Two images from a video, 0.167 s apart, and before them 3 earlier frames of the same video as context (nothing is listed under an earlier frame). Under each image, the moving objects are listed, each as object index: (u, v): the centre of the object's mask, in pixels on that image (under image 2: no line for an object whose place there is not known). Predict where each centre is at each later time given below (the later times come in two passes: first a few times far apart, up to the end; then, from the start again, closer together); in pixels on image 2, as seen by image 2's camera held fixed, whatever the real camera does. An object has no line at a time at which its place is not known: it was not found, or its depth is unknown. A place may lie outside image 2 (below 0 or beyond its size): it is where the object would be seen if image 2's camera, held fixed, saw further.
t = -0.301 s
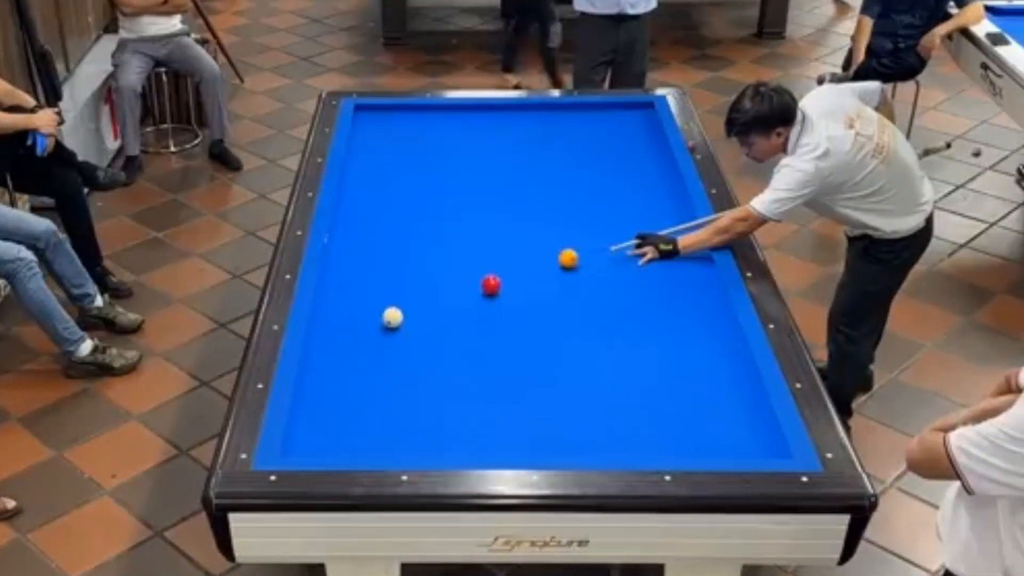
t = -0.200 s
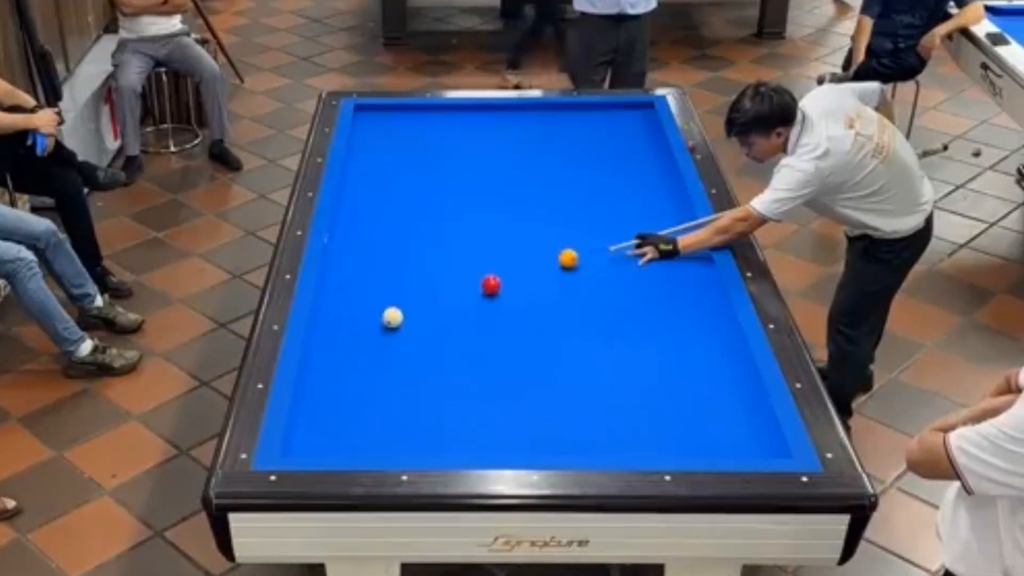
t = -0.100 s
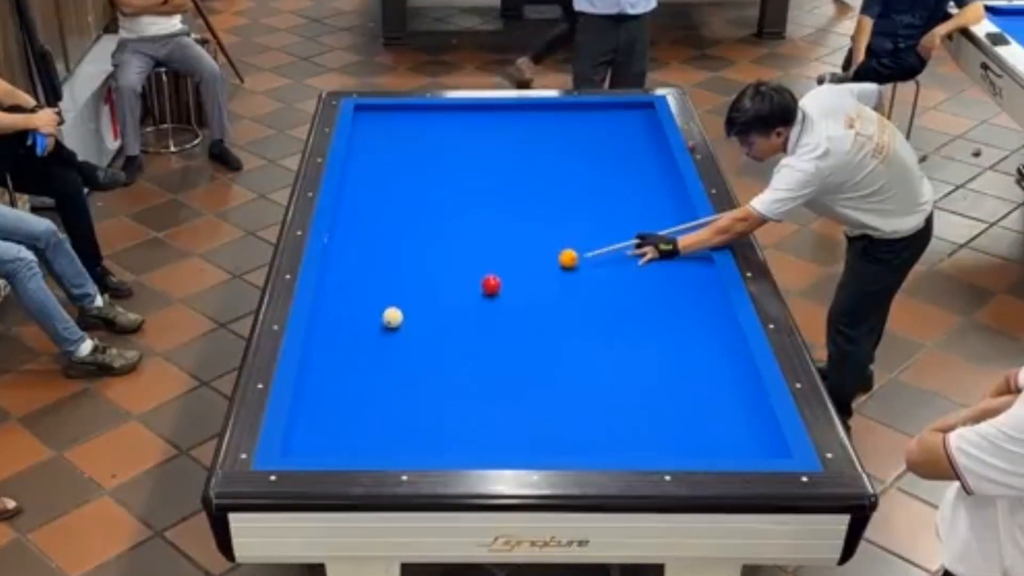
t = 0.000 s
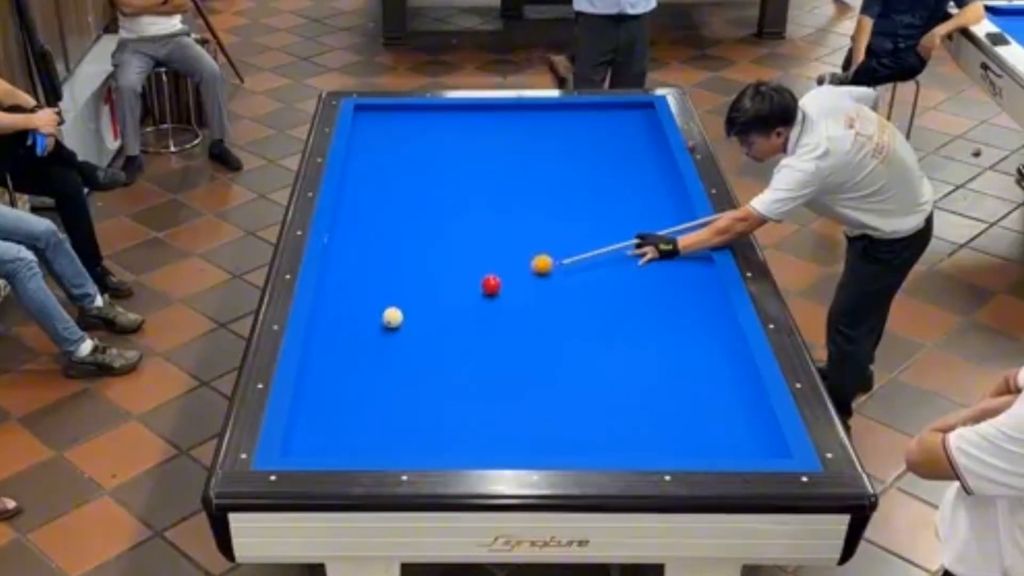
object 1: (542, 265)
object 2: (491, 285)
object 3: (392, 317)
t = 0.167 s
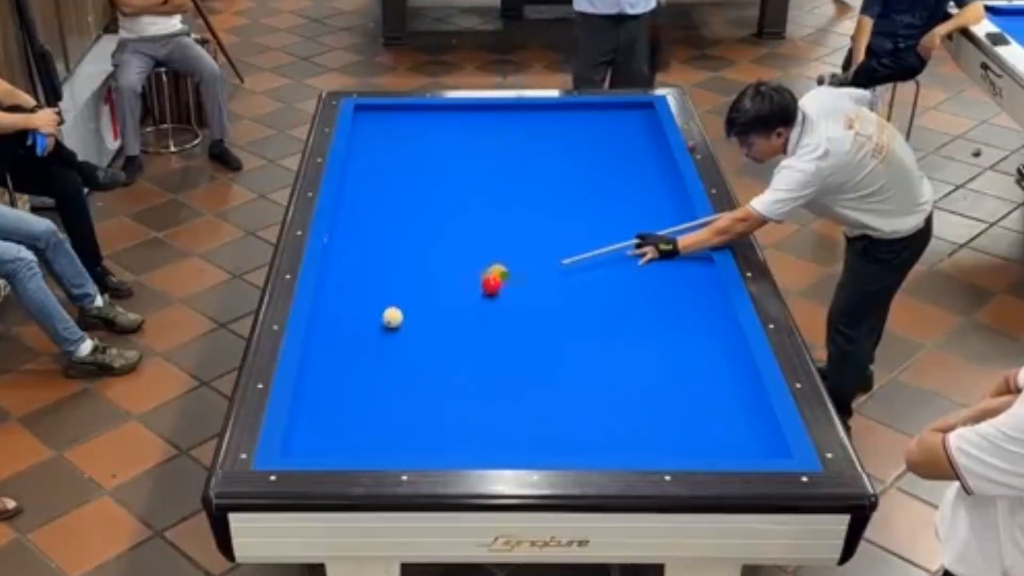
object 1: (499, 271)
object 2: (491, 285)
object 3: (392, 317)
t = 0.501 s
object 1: (415, 281)
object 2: (490, 298)
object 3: (392, 317)
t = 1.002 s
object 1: (345, 294)
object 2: (488, 317)
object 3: (392, 317)
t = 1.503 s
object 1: (400, 306)
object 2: (487, 334)
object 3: (397, 325)
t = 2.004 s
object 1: (440, 306)
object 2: (485, 349)
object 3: (409, 344)
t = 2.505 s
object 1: (478, 304)
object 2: (483, 363)
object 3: (421, 361)
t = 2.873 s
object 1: (502, 303)
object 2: (481, 372)
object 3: (429, 373)
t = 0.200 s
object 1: (489, 272)
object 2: (491, 285)
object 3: (392, 317)
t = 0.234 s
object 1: (480, 275)
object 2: (491, 287)
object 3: (392, 317)
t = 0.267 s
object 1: (473, 276)
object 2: (491, 289)
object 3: (392, 317)
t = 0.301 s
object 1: (464, 278)
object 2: (491, 289)
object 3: (392, 317)
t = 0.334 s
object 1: (456, 278)
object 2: (491, 291)
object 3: (392, 317)
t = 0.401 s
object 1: (439, 280)
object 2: (490, 294)
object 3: (392, 317)
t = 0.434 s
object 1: (431, 280)
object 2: (490, 295)
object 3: (392, 317)
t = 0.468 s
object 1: (423, 281)
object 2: (490, 296)
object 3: (392, 317)
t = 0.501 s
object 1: (415, 281)
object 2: (490, 298)
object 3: (392, 317)
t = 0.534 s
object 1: (406, 282)
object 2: (490, 299)
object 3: (392, 317)
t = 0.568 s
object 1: (398, 282)
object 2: (490, 300)
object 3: (392, 317)
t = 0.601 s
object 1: (390, 283)
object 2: (489, 302)
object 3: (392, 317)
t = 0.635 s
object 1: (381, 283)
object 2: (489, 303)
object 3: (392, 317)
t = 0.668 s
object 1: (373, 284)
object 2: (489, 304)
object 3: (392, 317)
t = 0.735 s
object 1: (357, 285)
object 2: (489, 307)
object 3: (392, 317)
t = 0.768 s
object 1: (349, 286)
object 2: (489, 308)
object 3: (392, 317)
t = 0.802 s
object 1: (340, 286)
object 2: (489, 309)
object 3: (392, 317)
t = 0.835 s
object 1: (332, 287)
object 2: (489, 310)
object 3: (392, 317)
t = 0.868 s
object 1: (325, 288)
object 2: (489, 312)
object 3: (392, 317)
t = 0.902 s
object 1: (329, 289)
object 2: (488, 313)
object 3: (392, 317)
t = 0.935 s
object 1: (336, 291)
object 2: (488, 314)
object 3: (392, 317)
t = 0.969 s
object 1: (340, 292)
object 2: (488, 315)
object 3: (392, 317)
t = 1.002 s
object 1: (345, 294)
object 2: (488, 317)
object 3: (392, 317)
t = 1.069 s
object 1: (353, 297)
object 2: (488, 319)
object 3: (392, 317)
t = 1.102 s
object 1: (357, 298)
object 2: (488, 320)
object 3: (392, 317)
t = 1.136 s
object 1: (361, 300)
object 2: (488, 321)
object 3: (392, 317)
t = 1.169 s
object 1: (365, 302)
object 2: (488, 323)
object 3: (392, 317)
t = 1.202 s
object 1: (368, 303)
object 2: (488, 324)
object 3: (392, 317)
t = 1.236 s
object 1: (373, 303)
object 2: (488, 325)
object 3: (393, 317)
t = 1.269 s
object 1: (377, 305)
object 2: (487, 326)
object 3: (393, 317)
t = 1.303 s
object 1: (380, 305)
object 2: (487, 327)
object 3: (393, 317)
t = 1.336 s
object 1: (383, 306)
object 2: (487, 328)
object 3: (393, 317)
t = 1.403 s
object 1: (391, 306)
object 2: (487, 330)
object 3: (395, 321)
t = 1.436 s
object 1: (393, 306)
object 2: (487, 332)
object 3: (396, 322)
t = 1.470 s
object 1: (396, 306)
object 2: (487, 332)
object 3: (396, 323)
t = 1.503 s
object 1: (400, 306)
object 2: (487, 334)
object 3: (397, 325)
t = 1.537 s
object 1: (402, 307)
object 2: (487, 335)
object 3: (398, 326)
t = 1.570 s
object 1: (406, 307)
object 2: (486, 336)
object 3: (399, 327)
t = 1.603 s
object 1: (408, 307)
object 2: (486, 337)
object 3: (399, 328)
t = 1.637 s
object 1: (410, 308)
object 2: (486, 338)
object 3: (400, 330)
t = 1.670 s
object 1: (414, 307)
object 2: (486, 339)
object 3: (401, 331)
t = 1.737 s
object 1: (419, 307)
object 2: (486, 341)
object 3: (403, 333)
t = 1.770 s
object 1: (421, 307)
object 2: (486, 342)
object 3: (404, 335)
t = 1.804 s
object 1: (424, 307)
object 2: (486, 343)
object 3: (405, 336)
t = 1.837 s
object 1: (427, 307)
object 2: (486, 344)
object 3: (406, 337)
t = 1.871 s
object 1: (429, 307)
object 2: (485, 346)
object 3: (406, 339)
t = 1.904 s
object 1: (432, 307)
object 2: (485, 347)
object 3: (407, 340)
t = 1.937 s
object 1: (435, 307)
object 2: (485, 348)
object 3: (408, 341)
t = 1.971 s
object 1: (438, 307)
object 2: (485, 348)
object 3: (409, 342)
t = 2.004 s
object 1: (440, 306)
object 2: (485, 349)
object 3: (409, 344)
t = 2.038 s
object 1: (443, 306)
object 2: (485, 350)
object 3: (410, 345)
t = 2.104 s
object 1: (448, 306)
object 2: (485, 352)
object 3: (412, 347)
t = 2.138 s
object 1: (450, 306)
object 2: (484, 353)
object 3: (413, 348)
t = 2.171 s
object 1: (453, 306)
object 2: (484, 354)
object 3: (413, 350)
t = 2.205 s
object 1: (455, 305)
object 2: (484, 355)
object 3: (414, 351)
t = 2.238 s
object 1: (457, 306)
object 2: (484, 356)
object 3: (415, 352)
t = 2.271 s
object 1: (460, 305)
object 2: (484, 357)
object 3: (416, 353)
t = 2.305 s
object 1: (463, 305)
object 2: (484, 358)
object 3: (417, 354)
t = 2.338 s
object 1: (466, 305)
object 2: (484, 359)
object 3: (418, 355)
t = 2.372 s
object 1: (468, 305)
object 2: (484, 360)
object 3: (418, 356)
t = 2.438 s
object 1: (472, 305)
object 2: (484, 361)
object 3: (420, 359)
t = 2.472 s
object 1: (475, 305)
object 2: (483, 363)
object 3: (421, 360)
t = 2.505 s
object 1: (478, 304)
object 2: (483, 363)
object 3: (421, 361)
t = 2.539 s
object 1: (480, 304)
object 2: (483, 364)
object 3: (422, 362)
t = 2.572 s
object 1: (482, 304)
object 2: (483, 365)
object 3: (423, 364)
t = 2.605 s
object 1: (484, 304)
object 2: (483, 366)
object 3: (424, 365)
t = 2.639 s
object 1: (487, 304)
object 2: (483, 367)
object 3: (424, 366)
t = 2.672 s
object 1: (489, 304)
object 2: (482, 368)
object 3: (425, 367)
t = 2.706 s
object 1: (491, 304)
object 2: (482, 369)
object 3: (426, 368)
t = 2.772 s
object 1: (495, 304)
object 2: (482, 370)
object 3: (427, 370)
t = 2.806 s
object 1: (497, 304)
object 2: (482, 371)
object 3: (428, 371)
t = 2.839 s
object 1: (499, 304)
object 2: (482, 372)
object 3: (429, 372)
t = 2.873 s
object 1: (502, 303)
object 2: (481, 372)
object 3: (429, 373)
